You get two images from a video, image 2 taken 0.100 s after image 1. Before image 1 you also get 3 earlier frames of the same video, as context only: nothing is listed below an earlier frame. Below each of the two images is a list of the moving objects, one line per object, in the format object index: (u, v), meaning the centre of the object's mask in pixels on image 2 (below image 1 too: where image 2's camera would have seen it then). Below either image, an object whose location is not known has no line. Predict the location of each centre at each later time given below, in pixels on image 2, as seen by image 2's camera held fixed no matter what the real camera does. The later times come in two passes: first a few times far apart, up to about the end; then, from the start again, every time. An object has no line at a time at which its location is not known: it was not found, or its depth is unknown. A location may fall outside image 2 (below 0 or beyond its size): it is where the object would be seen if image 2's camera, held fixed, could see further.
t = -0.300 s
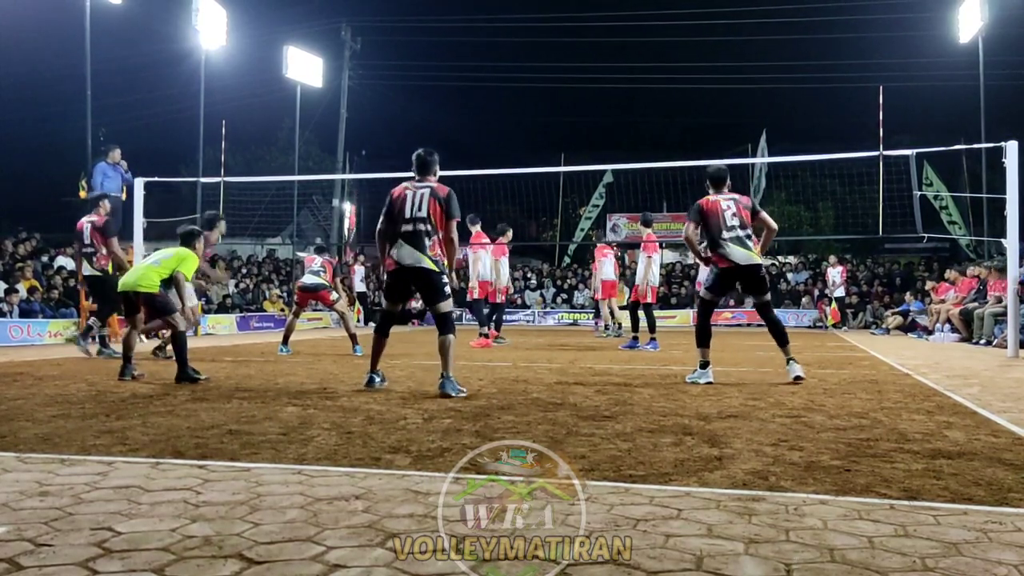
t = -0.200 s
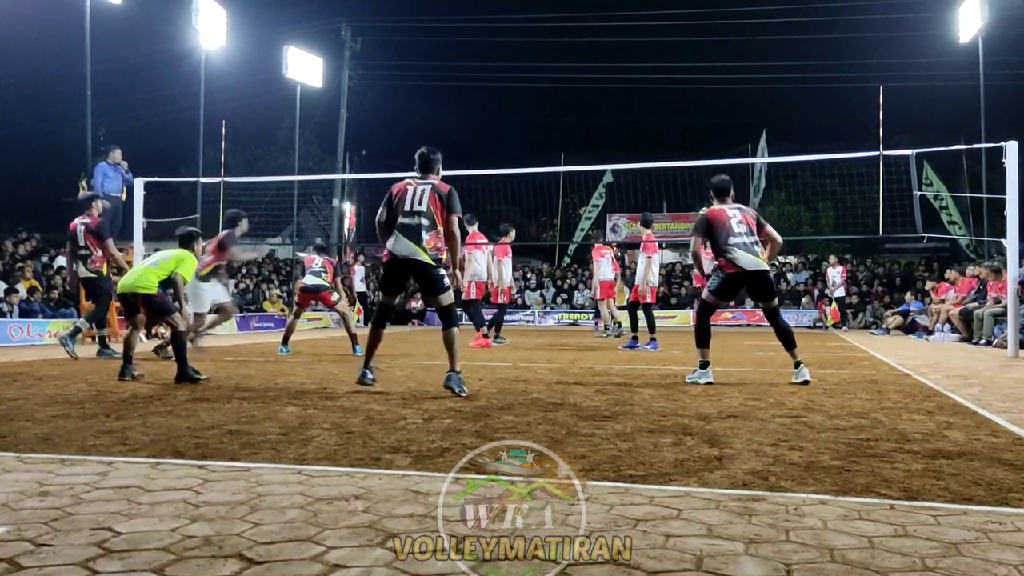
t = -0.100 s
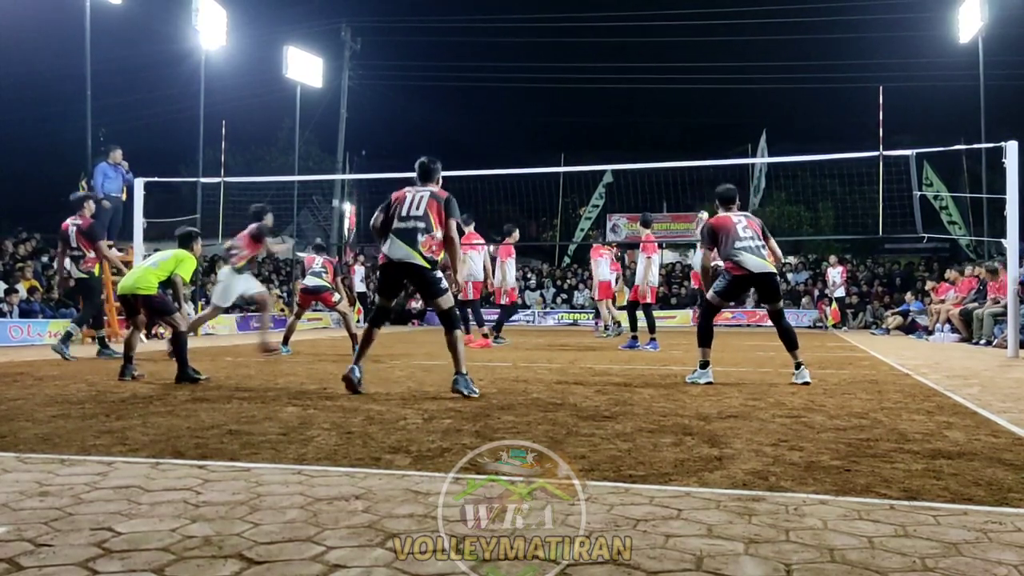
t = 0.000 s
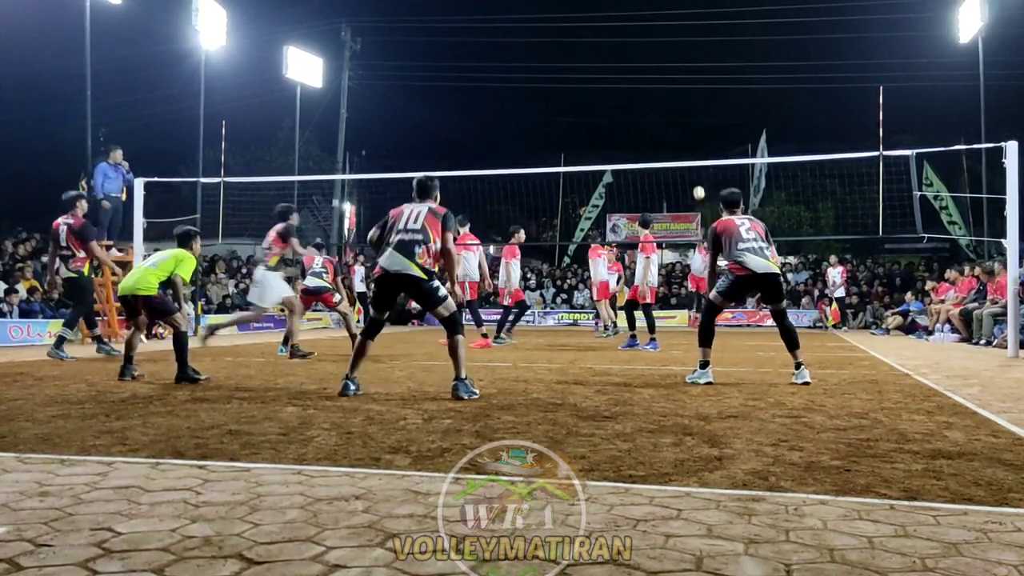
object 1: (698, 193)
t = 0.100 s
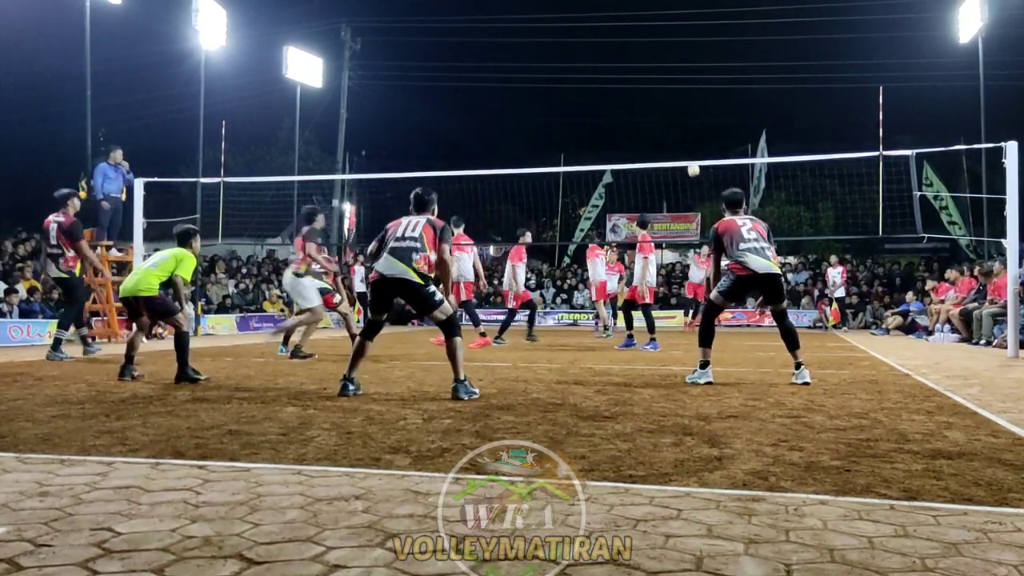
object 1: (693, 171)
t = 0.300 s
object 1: (682, 132)
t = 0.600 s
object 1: (667, 107)
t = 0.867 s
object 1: (652, 148)
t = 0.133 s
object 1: (691, 161)
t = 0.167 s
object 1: (689, 155)
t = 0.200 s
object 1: (688, 149)
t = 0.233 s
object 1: (686, 143)
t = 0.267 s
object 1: (684, 137)
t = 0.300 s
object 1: (682, 132)
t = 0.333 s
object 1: (680, 127)
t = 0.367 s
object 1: (679, 123)
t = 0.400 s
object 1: (677, 119)
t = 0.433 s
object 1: (675, 115)
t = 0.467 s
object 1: (674, 112)
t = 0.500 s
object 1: (672, 110)
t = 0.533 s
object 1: (670, 108)
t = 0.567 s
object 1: (669, 107)
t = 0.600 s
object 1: (667, 107)
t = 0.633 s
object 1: (664, 108)
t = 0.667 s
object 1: (662, 109)
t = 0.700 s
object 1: (660, 112)
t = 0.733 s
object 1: (658, 116)
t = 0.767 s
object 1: (656, 122)
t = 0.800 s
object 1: (655, 129)
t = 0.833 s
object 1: (654, 138)
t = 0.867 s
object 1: (652, 148)
